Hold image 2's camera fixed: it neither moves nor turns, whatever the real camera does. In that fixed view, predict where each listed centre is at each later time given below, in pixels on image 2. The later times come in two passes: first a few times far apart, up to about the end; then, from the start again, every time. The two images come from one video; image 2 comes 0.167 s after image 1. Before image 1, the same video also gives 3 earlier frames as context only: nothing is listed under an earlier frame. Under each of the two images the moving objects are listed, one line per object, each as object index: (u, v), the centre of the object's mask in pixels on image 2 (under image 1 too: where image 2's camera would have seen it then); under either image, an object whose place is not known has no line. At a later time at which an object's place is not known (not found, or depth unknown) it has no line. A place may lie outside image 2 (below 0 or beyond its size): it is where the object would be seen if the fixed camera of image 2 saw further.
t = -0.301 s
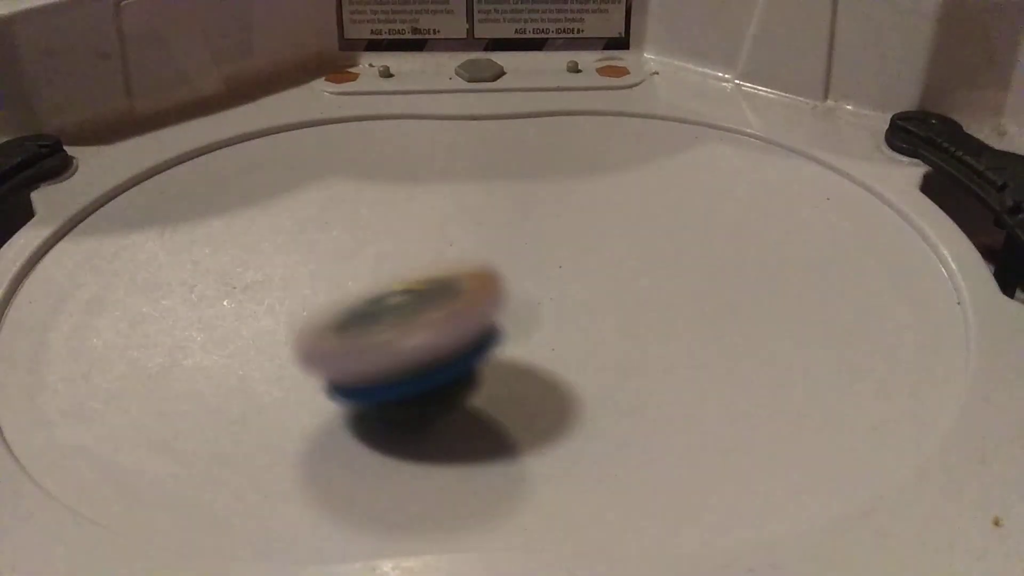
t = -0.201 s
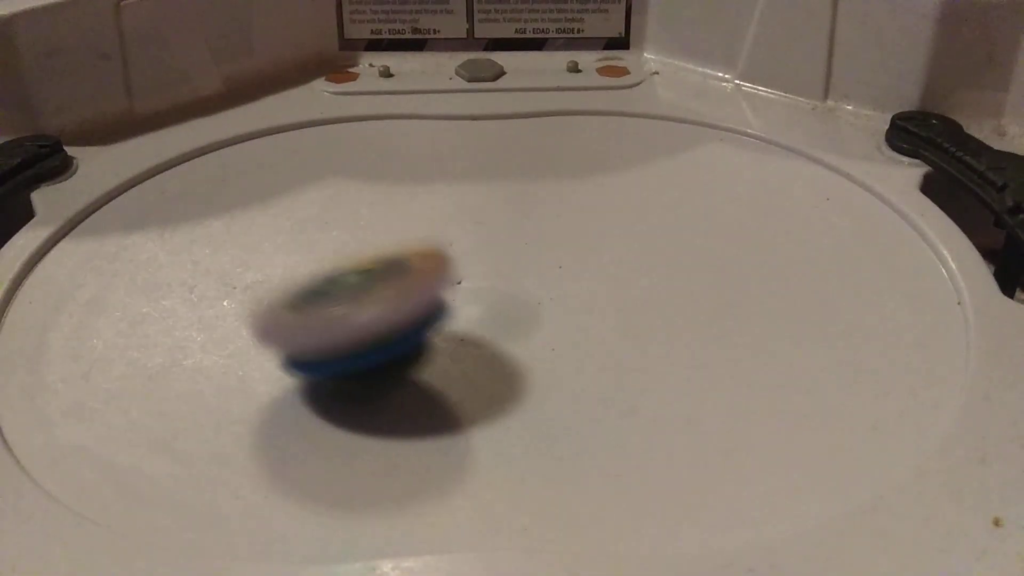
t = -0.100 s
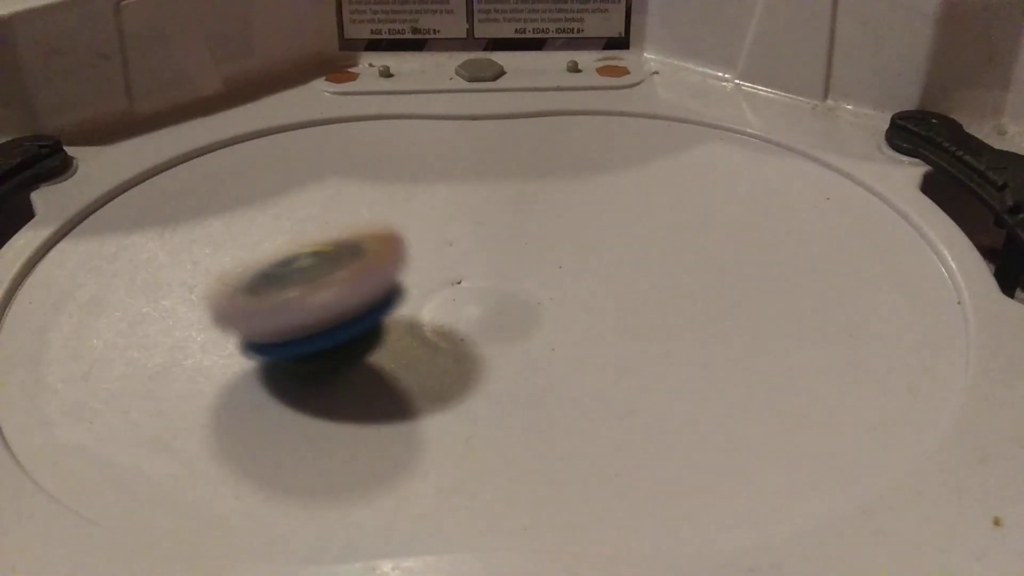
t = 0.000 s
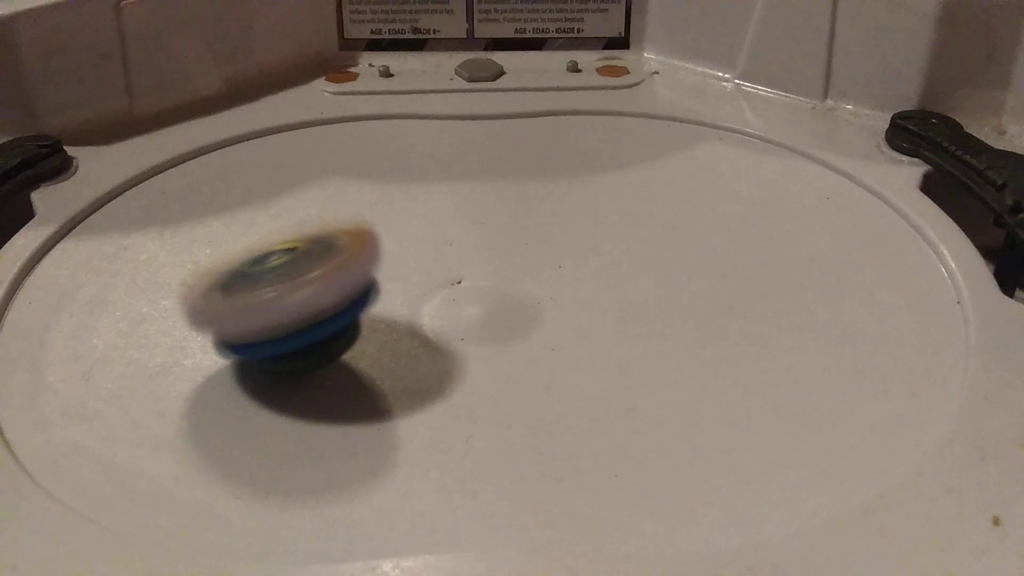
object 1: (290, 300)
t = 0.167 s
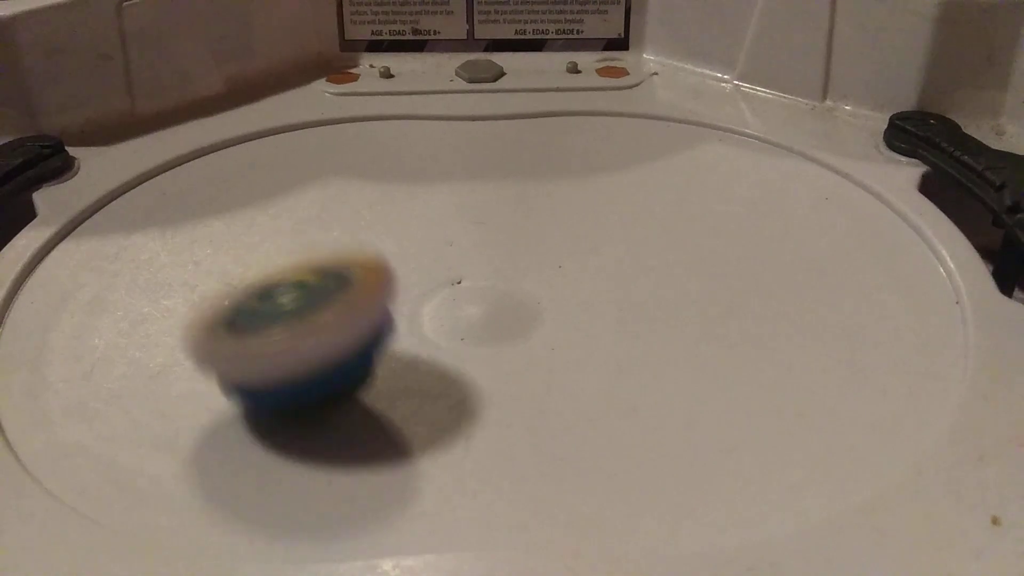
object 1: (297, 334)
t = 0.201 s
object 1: (305, 347)
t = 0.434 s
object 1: (439, 439)
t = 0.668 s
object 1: (701, 365)
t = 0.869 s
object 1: (506, 283)
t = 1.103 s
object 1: (102, 299)
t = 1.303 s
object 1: (158, 412)
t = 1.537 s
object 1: (527, 251)
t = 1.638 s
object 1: (535, 181)
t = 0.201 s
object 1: (305, 347)
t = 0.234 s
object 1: (316, 361)
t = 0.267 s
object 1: (328, 376)
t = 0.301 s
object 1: (342, 394)
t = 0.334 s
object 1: (359, 409)
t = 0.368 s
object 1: (378, 423)
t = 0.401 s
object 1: (403, 438)
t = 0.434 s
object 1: (439, 439)
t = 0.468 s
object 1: (483, 441)
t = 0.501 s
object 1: (534, 437)
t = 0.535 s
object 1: (584, 423)
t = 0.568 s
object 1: (631, 411)
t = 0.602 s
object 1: (670, 394)
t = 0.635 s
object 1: (695, 381)
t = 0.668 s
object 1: (701, 365)
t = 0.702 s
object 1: (692, 348)
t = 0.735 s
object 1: (671, 333)
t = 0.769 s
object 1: (640, 319)
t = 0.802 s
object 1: (597, 304)
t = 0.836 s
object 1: (556, 293)
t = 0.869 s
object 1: (506, 283)
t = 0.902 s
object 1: (457, 277)
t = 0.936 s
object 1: (393, 270)
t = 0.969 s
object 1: (336, 266)
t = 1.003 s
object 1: (277, 269)
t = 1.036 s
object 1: (213, 275)
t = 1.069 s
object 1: (152, 283)
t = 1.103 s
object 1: (102, 299)
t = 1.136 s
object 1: (77, 318)
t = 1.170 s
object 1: (63, 339)
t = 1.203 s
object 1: (61, 356)
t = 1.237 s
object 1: (71, 384)
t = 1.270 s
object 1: (107, 407)
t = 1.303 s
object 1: (158, 412)
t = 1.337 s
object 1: (237, 409)
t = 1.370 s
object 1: (325, 396)
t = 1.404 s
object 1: (390, 373)
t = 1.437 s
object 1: (444, 344)
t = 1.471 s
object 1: (486, 316)
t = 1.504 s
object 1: (512, 285)
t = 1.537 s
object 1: (527, 251)
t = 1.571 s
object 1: (537, 229)
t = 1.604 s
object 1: (540, 205)
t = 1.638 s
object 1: (535, 181)
